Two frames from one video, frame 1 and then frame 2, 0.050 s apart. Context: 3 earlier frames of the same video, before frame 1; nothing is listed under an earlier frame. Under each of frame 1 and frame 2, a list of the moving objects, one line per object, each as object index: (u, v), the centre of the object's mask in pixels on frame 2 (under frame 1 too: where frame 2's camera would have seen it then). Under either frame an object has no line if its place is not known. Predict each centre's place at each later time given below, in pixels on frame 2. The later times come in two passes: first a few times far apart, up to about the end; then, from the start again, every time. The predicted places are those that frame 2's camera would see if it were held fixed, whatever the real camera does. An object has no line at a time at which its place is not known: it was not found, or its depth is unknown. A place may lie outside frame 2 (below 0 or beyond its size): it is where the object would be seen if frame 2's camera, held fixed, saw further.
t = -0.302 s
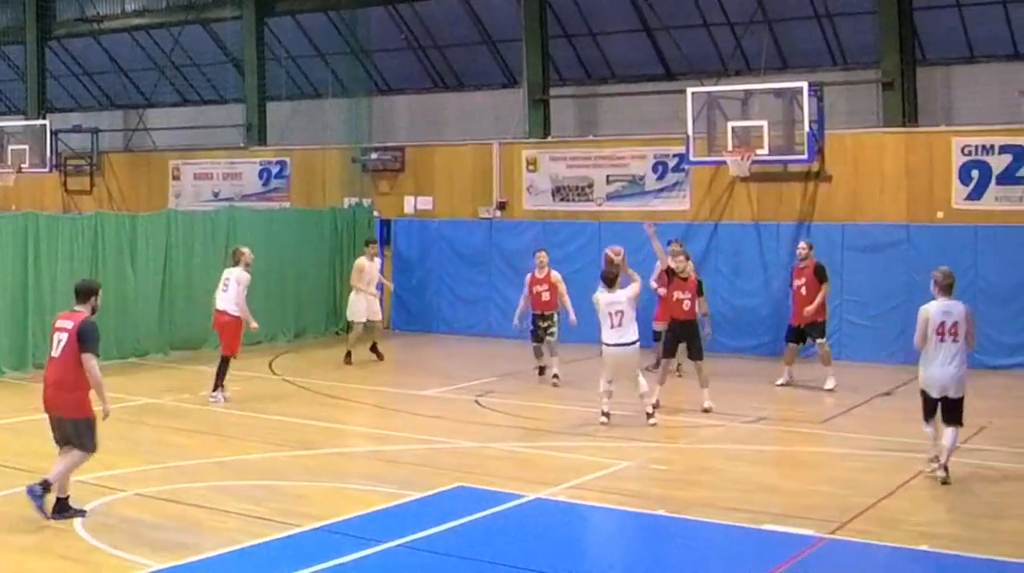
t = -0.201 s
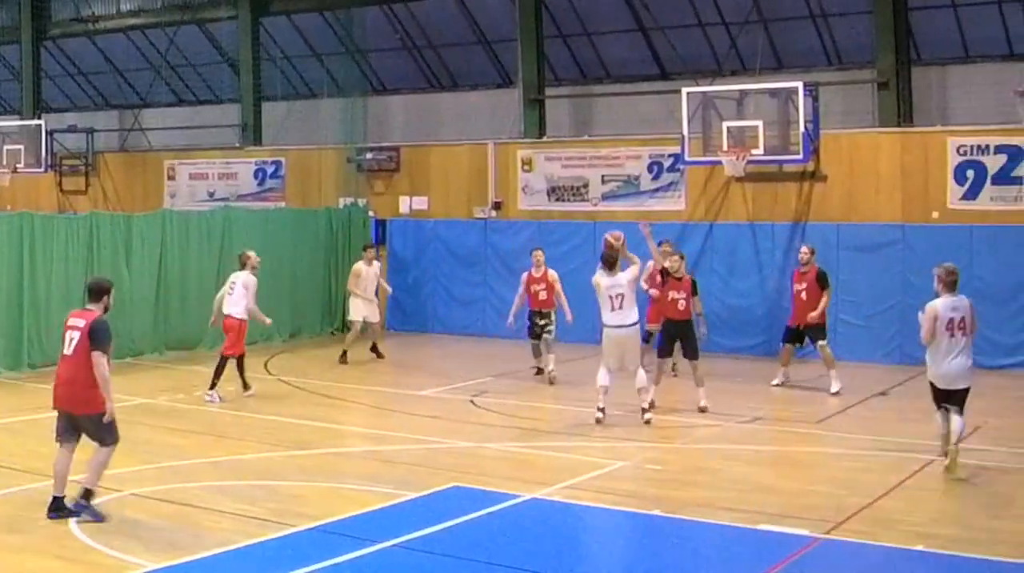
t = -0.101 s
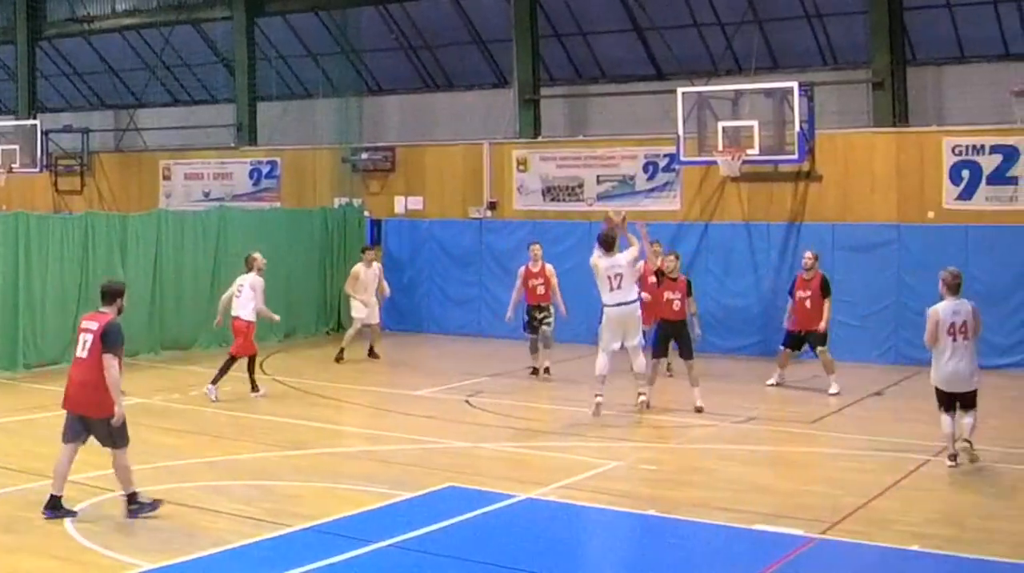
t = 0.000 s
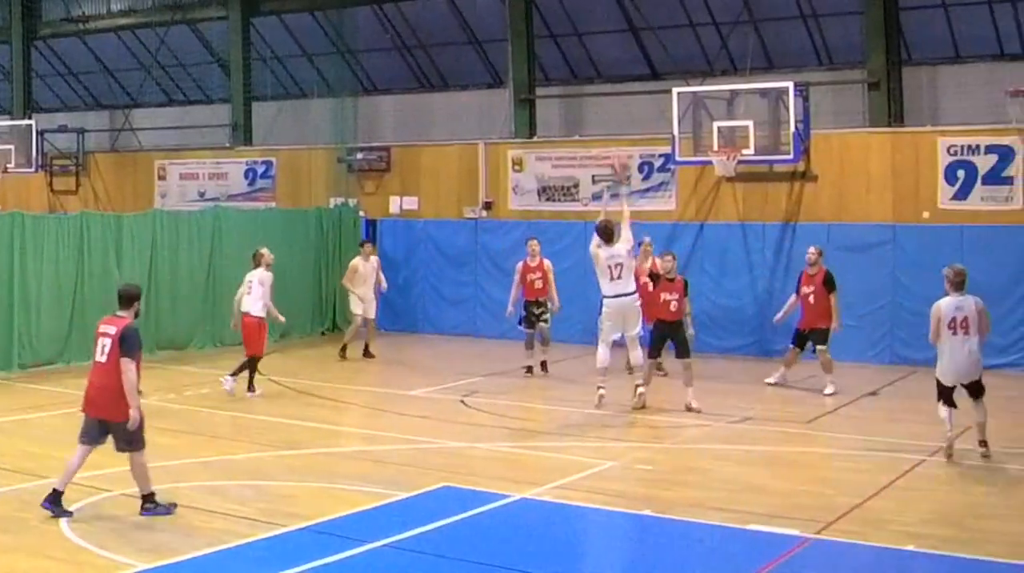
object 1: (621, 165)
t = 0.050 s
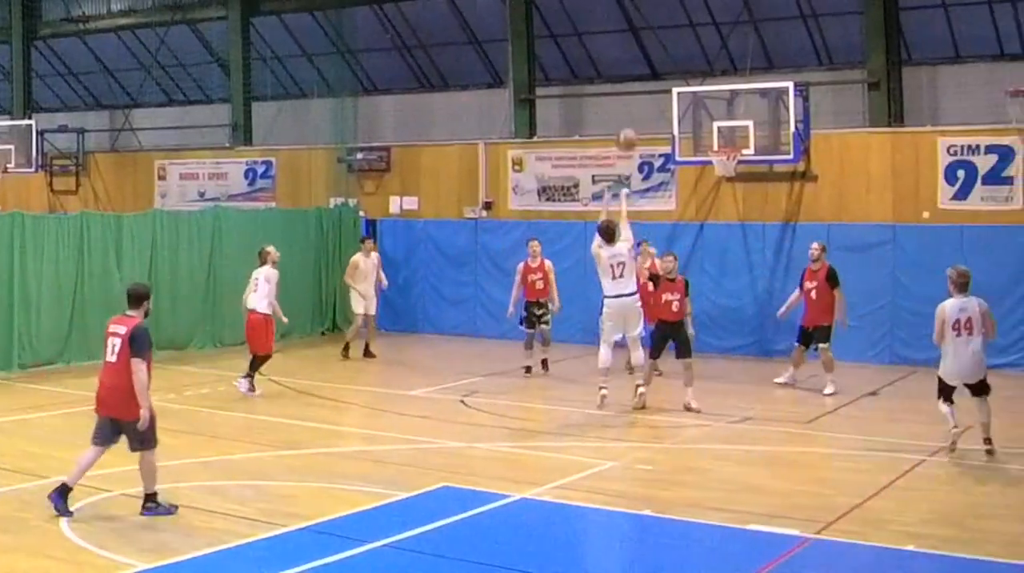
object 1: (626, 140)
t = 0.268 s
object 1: (643, 64)
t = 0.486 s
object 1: (660, 30)
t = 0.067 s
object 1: (627, 132)
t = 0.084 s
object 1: (629, 126)
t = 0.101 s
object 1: (631, 118)
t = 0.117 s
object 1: (633, 112)
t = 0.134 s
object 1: (634, 104)
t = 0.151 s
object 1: (636, 97)
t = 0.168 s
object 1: (636, 92)
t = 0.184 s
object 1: (637, 86)
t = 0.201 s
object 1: (639, 82)
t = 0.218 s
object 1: (640, 76)
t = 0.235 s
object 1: (641, 71)
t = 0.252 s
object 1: (642, 67)
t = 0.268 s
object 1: (643, 64)
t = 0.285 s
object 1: (646, 59)
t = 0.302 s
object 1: (647, 55)
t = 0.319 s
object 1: (648, 51)
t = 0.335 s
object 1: (650, 49)
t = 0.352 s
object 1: (651, 46)
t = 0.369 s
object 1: (652, 43)
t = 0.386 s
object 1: (653, 40)
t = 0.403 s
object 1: (655, 38)
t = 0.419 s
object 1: (657, 35)
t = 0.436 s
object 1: (658, 34)
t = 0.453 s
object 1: (658, 32)
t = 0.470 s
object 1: (660, 31)
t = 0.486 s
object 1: (660, 30)
